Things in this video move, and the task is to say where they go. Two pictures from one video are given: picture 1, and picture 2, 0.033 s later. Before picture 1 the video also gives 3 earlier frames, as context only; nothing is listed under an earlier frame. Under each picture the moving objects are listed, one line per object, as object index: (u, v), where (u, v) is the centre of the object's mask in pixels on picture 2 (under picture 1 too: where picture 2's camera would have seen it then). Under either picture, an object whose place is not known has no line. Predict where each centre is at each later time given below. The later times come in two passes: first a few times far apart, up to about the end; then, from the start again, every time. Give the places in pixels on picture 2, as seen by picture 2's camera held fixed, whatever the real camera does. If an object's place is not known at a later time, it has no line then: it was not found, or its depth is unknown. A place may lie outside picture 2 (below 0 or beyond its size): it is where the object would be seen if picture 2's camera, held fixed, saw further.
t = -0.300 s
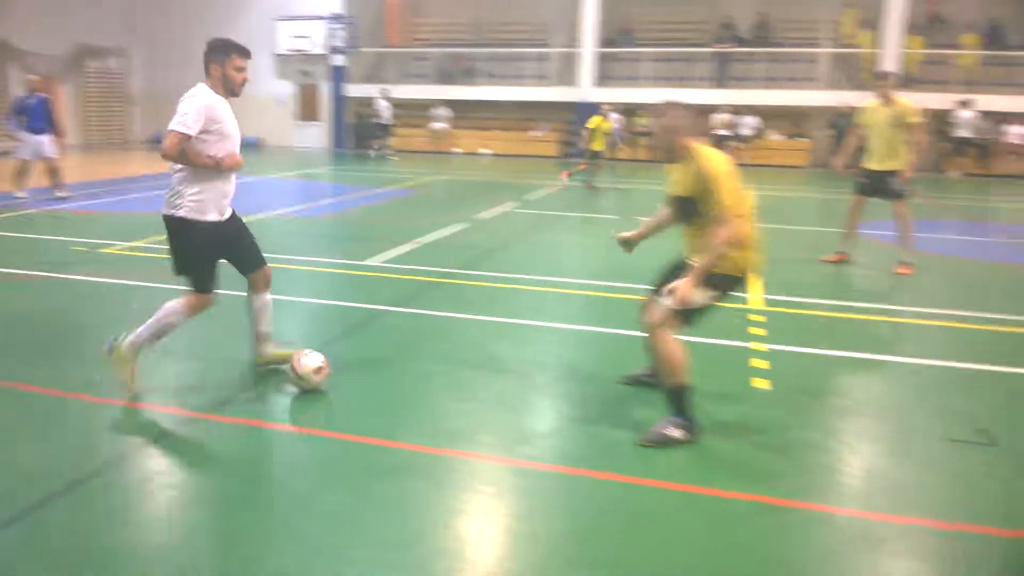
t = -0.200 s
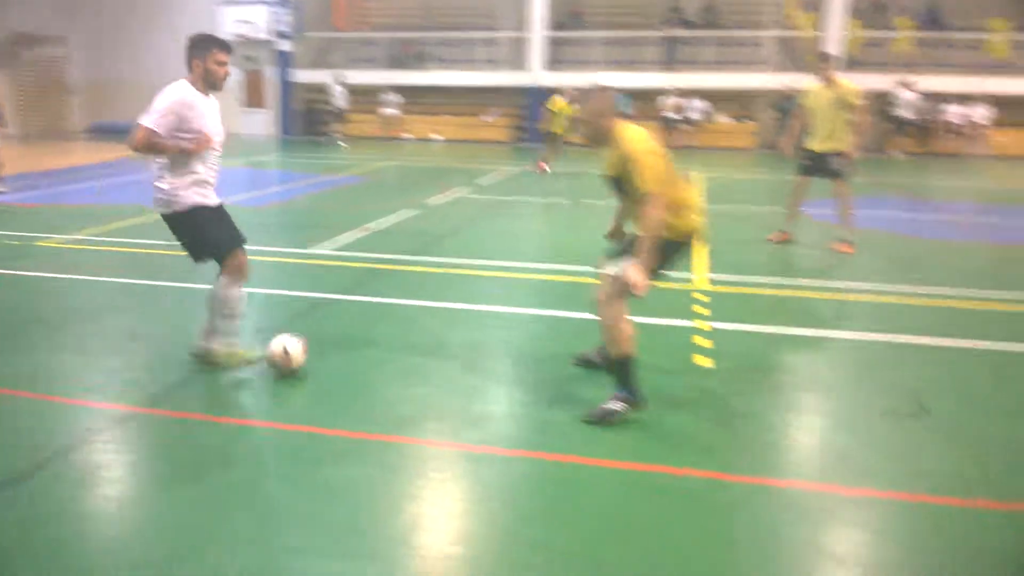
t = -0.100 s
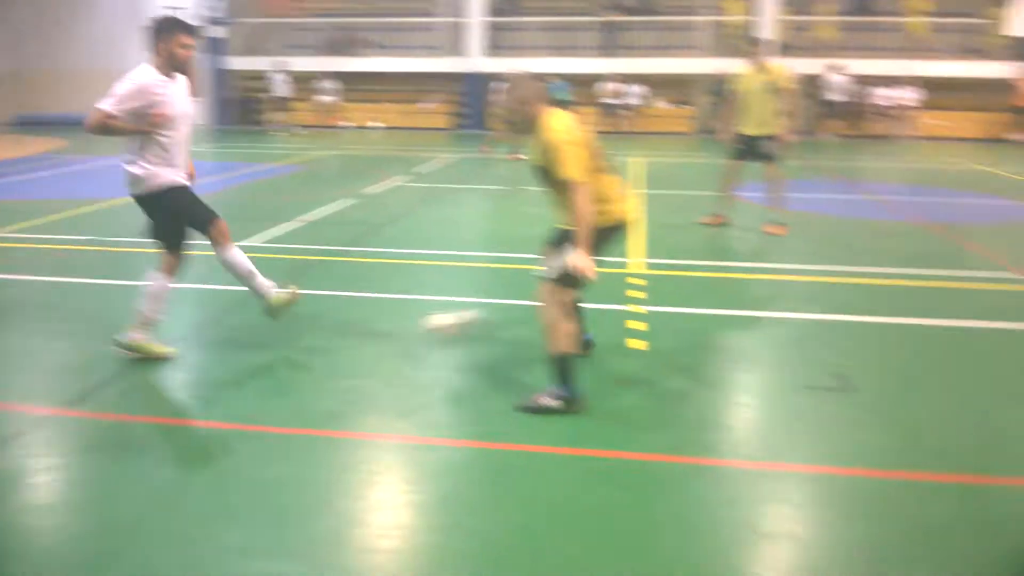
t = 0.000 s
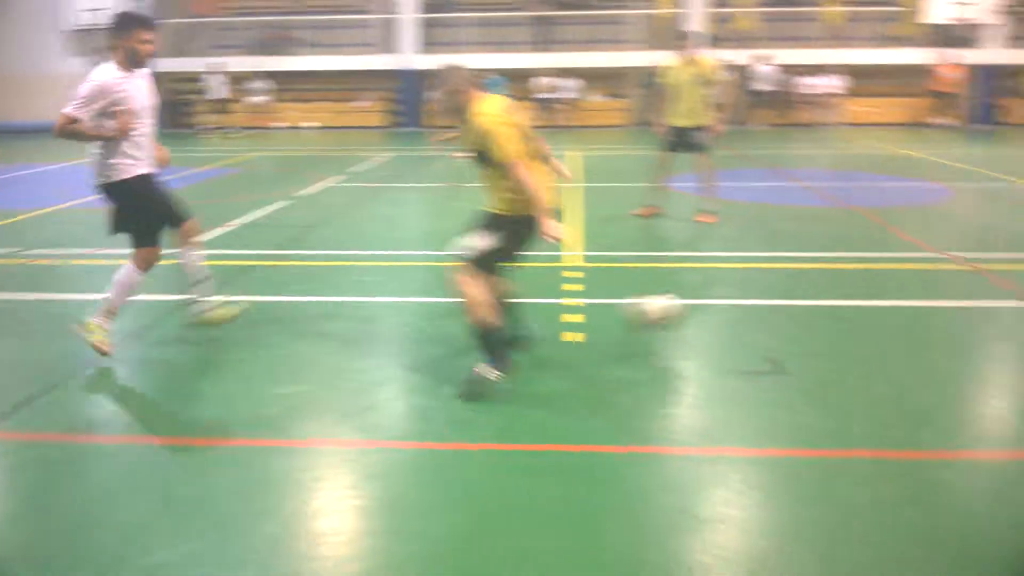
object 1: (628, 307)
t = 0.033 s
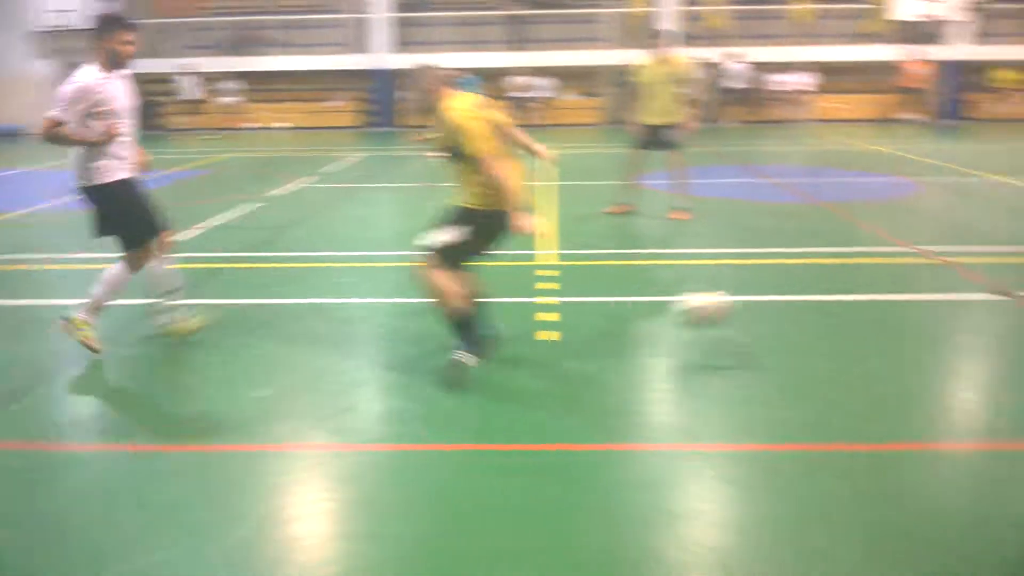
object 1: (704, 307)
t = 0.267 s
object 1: (1138, 290)
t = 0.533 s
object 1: (1463, 264)
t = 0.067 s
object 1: (780, 308)
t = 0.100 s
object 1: (851, 313)
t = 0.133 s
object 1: (915, 308)
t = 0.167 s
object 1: (978, 300)
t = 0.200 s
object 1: (1032, 294)
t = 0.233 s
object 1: (1086, 291)
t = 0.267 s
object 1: (1138, 290)
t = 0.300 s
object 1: (1187, 290)
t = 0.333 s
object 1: (1233, 286)
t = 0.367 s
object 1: (1277, 280)
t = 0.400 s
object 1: (1320, 275)
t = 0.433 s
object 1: (1359, 275)
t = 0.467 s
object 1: (1397, 272)
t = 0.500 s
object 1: (1433, 269)
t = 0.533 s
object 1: (1463, 264)
